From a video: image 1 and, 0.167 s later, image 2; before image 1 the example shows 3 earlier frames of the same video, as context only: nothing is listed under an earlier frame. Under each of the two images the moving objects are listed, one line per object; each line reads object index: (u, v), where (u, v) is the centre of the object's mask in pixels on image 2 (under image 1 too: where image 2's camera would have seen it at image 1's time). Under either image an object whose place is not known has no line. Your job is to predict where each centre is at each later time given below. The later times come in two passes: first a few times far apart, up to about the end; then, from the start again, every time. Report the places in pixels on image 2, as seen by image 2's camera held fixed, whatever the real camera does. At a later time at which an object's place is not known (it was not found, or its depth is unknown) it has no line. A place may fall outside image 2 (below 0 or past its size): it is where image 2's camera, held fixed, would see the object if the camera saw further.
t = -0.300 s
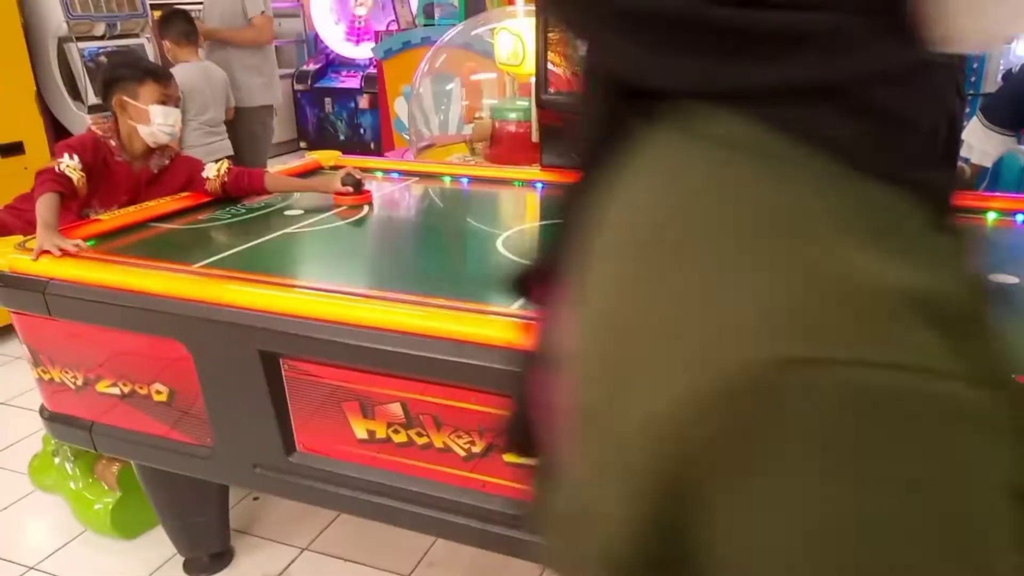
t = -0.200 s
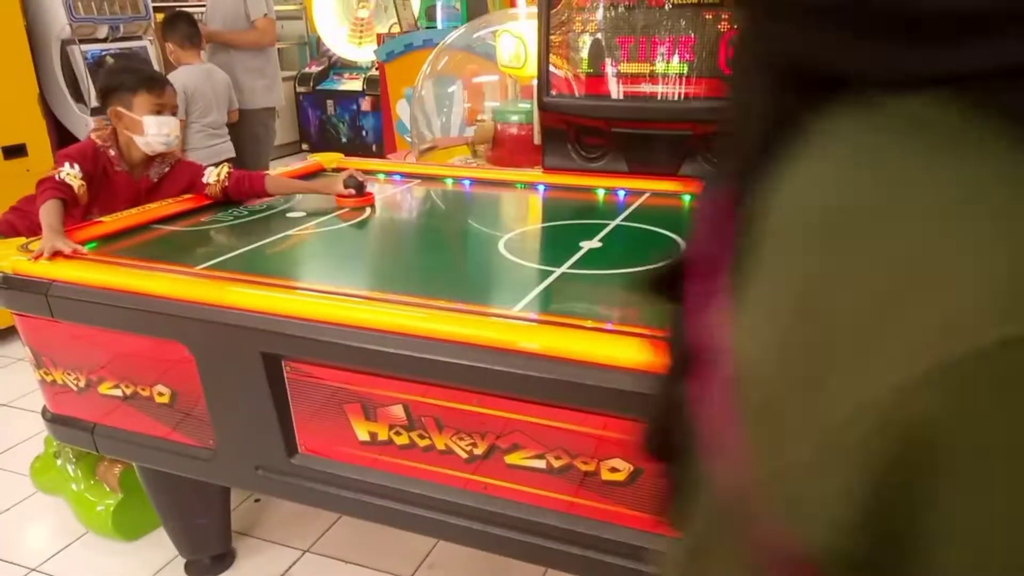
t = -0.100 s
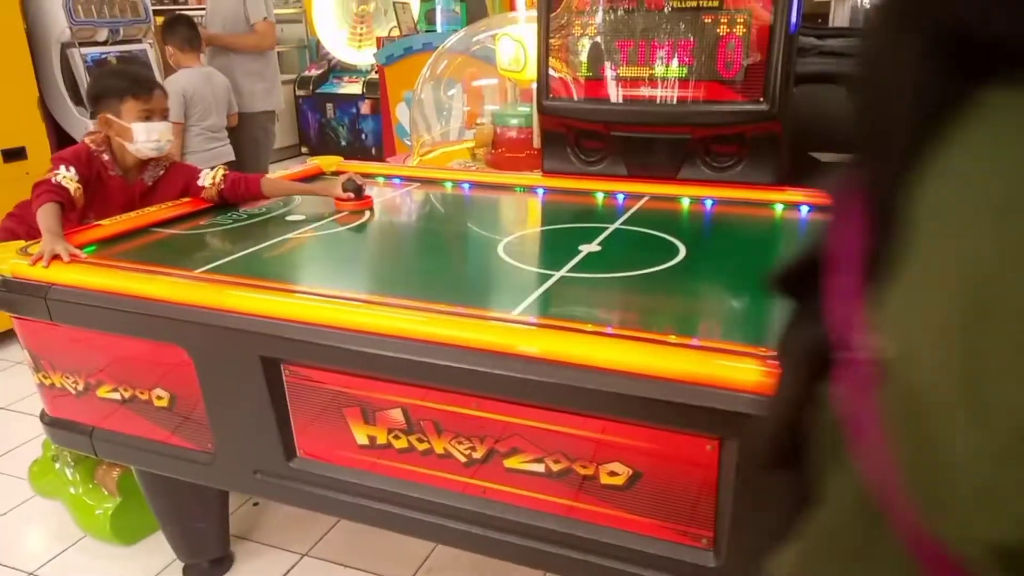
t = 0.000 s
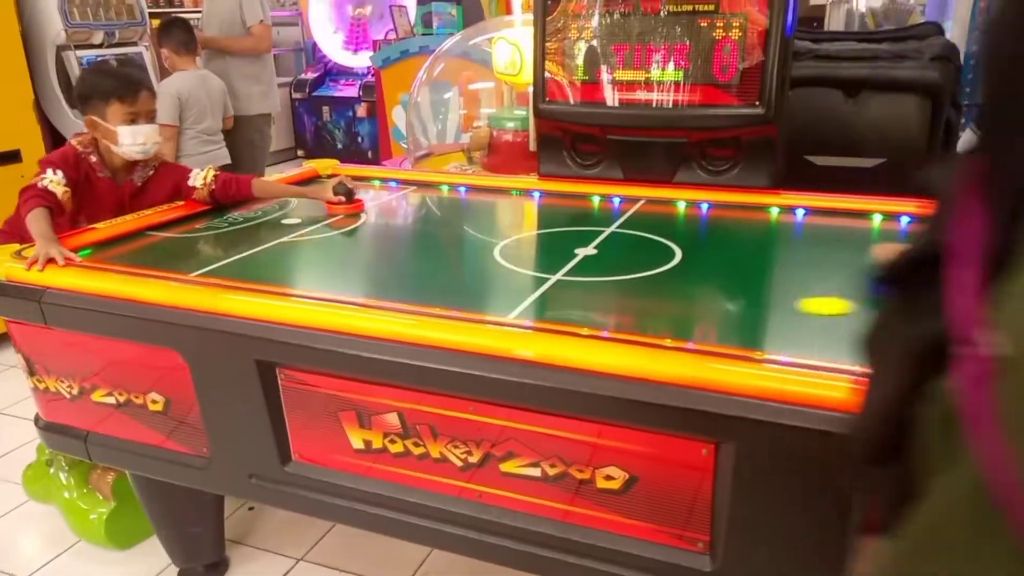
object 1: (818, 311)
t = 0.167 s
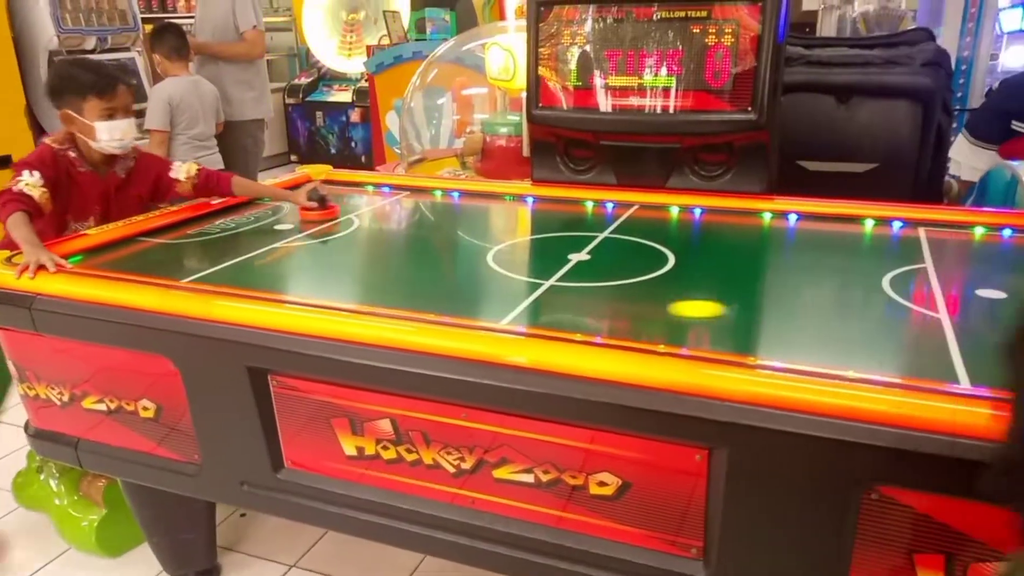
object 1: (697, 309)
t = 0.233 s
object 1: (650, 308)
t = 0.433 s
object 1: (530, 304)
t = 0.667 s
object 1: (408, 298)
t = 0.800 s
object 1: (351, 295)
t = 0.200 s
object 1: (673, 309)
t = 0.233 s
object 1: (650, 308)
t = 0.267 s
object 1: (629, 307)
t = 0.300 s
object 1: (609, 307)
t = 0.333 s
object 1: (588, 306)
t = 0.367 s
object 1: (568, 306)
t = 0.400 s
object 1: (551, 305)
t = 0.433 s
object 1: (530, 304)
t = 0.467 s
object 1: (510, 304)
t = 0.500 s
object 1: (492, 303)
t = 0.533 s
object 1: (474, 302)
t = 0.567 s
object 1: (457, 301)
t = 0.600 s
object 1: (440, 300)
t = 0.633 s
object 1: (424, 299)
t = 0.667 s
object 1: (408, 298)
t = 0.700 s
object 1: (393, 297)
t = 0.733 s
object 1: (379, 296)
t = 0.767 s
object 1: (365, 296)
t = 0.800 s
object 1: (351, 295)
